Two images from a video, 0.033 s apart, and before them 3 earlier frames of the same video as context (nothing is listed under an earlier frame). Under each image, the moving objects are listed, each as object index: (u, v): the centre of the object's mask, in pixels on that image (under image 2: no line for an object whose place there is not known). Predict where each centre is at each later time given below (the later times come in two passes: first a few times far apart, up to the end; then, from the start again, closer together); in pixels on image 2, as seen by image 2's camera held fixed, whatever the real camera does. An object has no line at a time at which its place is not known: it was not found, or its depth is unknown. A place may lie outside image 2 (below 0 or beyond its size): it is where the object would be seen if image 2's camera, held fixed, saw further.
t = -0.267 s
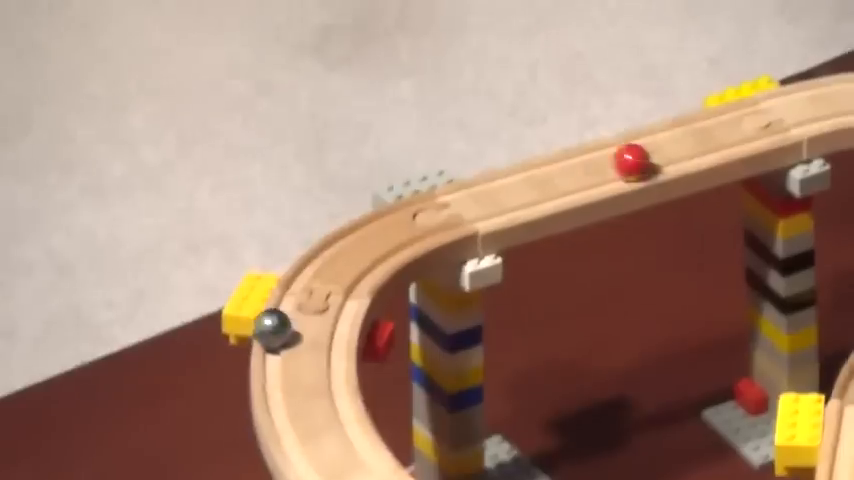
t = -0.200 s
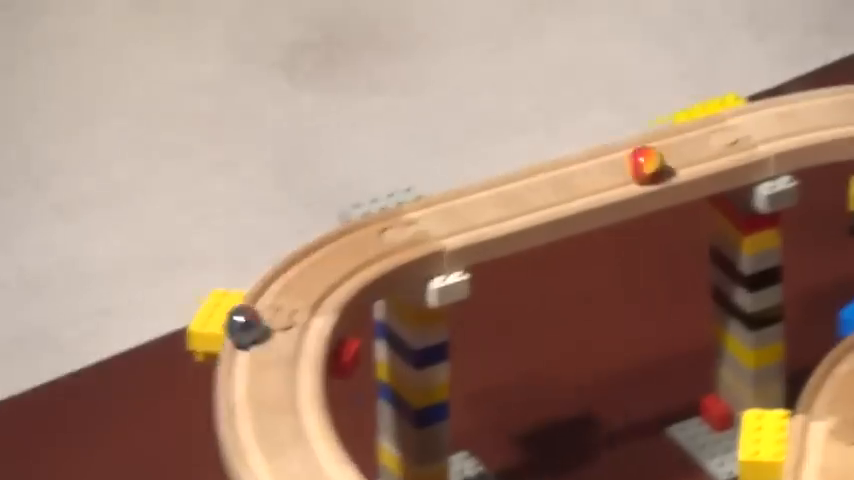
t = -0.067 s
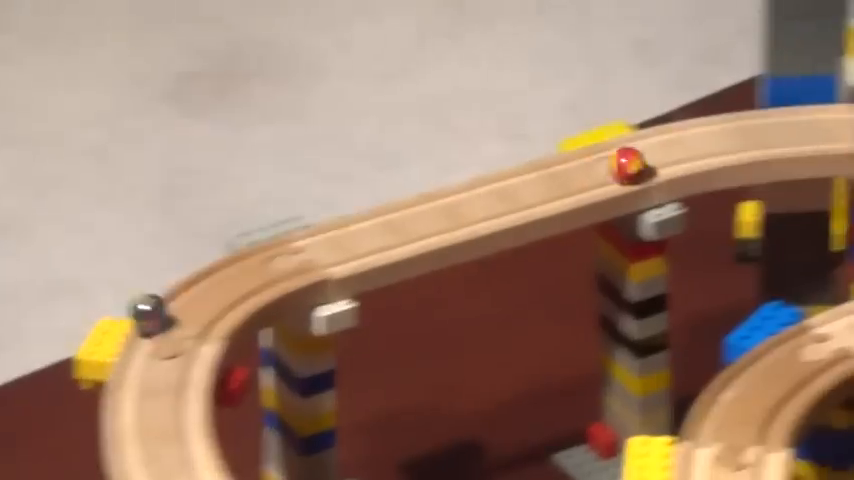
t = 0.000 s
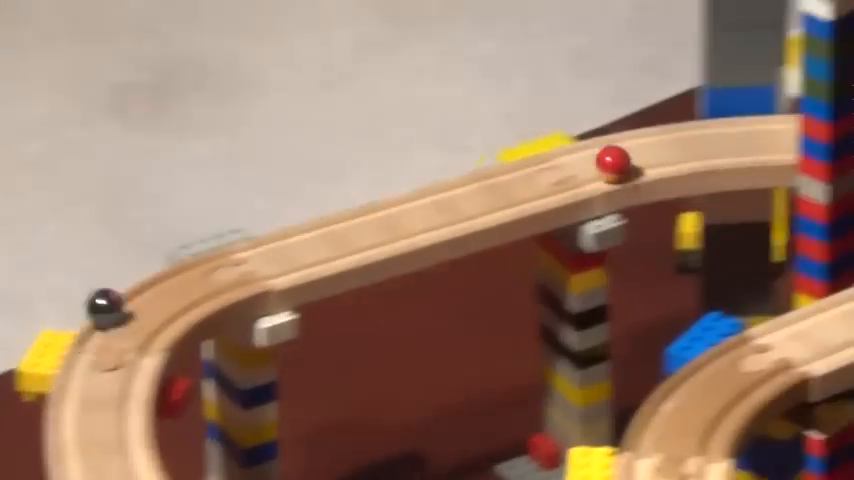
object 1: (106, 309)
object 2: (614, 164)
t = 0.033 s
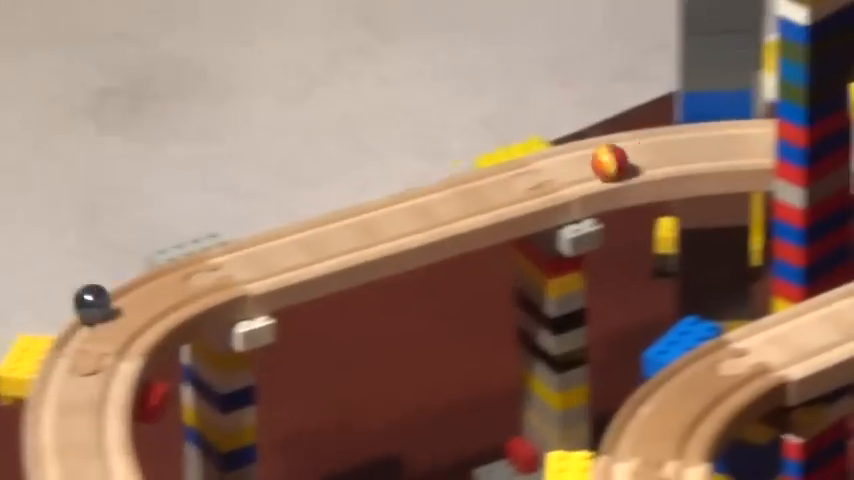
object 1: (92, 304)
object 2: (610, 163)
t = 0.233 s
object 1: (186, 254)
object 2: (752, 145)
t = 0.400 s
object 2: (882, 147)
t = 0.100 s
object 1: (119, 286)
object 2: (655, 155)
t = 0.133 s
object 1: (135, 278)
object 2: (678, 151)
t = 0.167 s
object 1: (151, 269)
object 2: (702, 149)
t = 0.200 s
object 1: (167, 261)
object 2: (727, 146)
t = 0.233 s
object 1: (186, 254)
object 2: (752, 145)
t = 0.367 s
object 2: (865, 147)
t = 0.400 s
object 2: (882, 147)
